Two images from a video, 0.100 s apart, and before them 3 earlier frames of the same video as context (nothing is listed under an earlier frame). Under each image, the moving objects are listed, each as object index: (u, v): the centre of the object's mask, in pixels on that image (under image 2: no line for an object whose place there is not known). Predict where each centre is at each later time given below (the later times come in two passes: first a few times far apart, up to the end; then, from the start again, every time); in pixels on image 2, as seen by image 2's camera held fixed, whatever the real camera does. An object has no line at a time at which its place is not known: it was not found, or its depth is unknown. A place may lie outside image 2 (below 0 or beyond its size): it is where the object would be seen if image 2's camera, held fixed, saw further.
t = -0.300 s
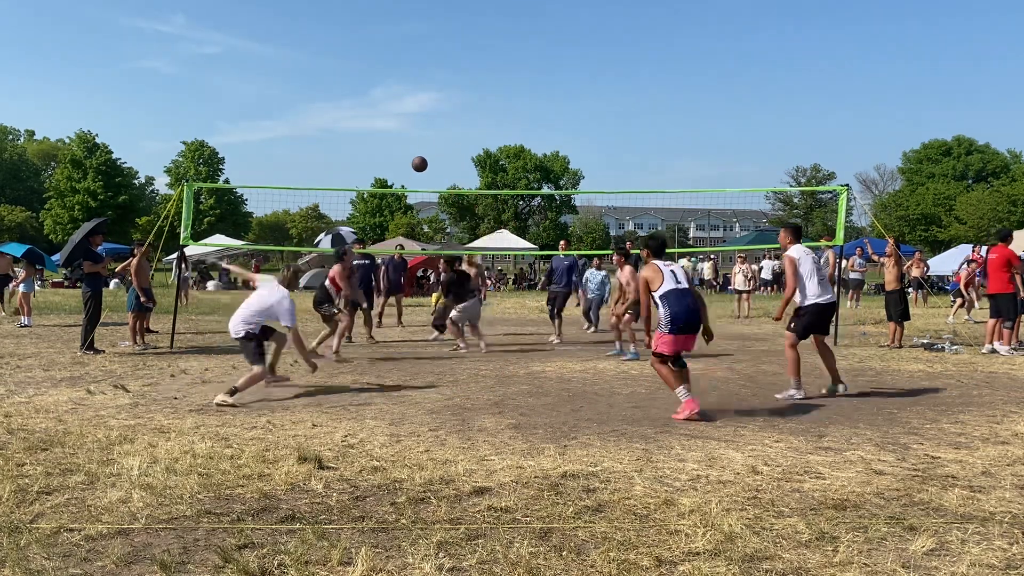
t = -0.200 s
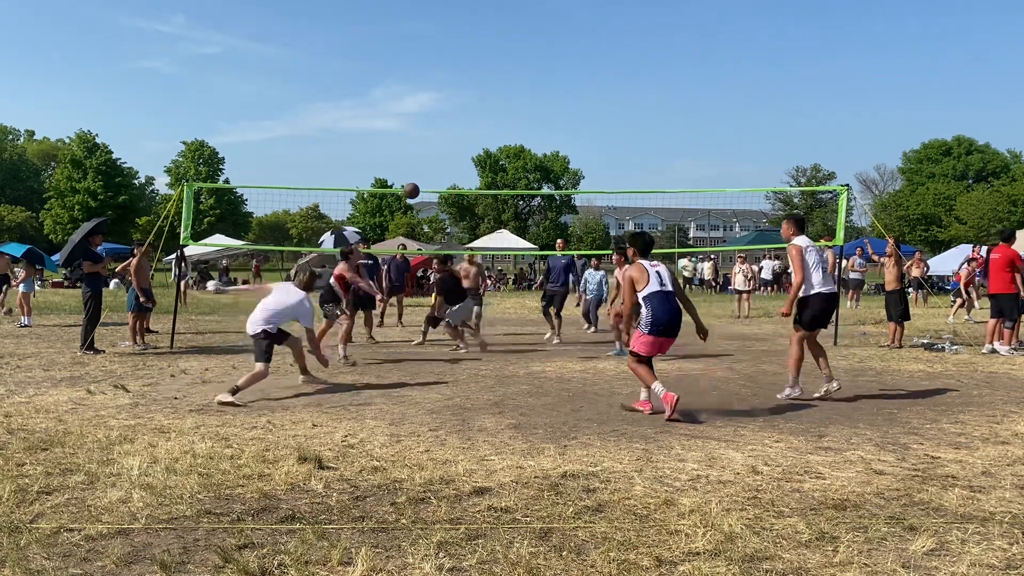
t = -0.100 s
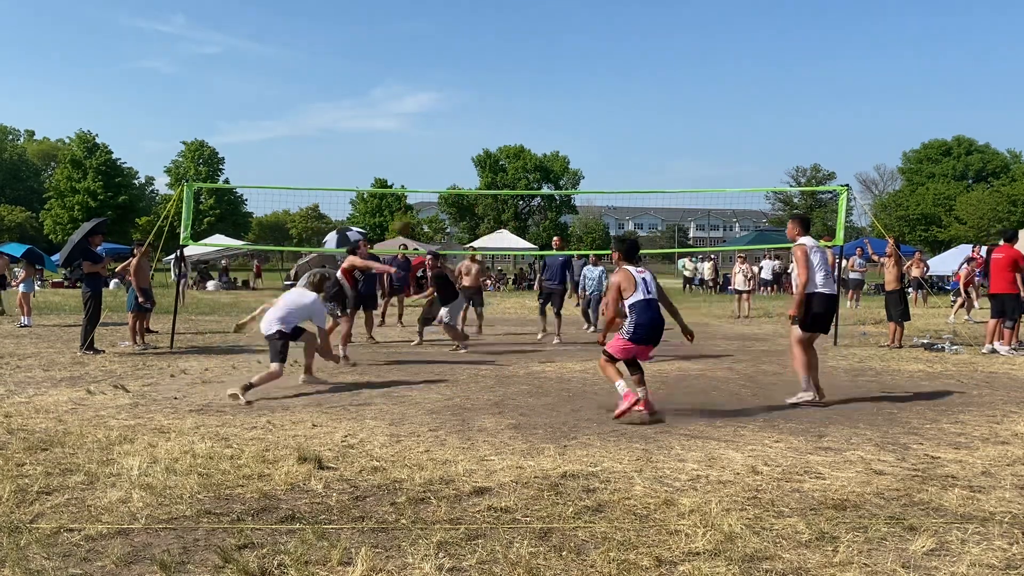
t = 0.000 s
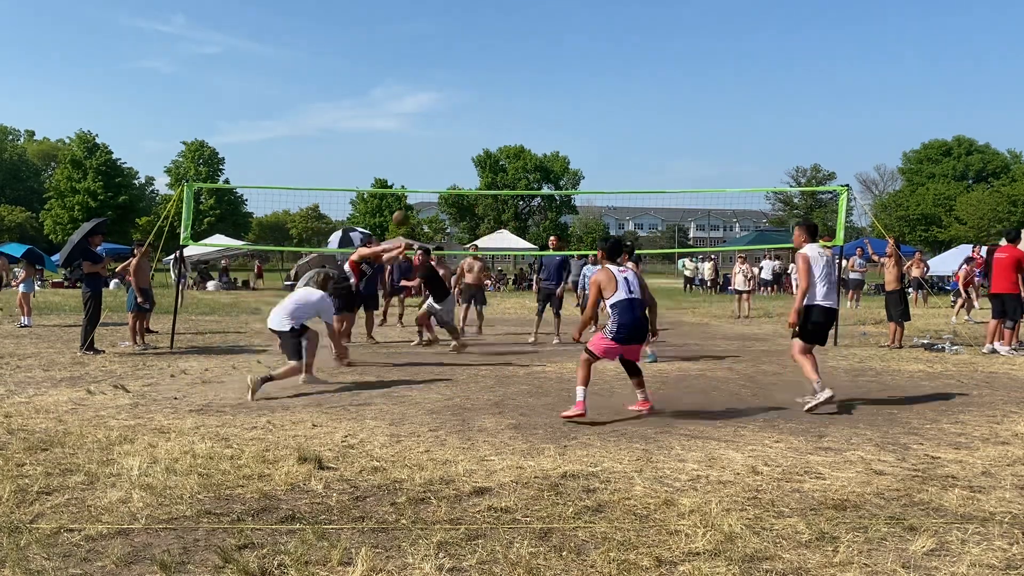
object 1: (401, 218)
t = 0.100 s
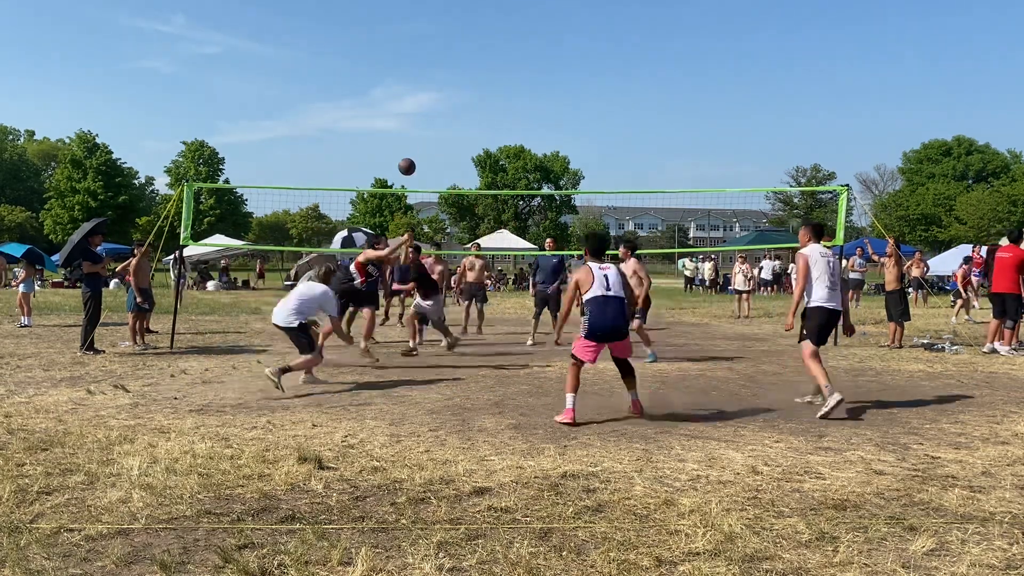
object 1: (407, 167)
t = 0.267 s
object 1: (416, 99)
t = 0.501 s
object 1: (430, 43)
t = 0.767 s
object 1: (446, 36)
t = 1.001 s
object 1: (460, 77)
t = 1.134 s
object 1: (468, 120)
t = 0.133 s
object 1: (409, 151)
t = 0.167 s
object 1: (411, 137)
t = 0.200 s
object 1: (412, 123)
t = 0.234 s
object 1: (414, 111)
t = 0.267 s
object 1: (416, 99)
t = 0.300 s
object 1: (418, 88)
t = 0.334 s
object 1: (420, 78)
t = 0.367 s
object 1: (422, 69)
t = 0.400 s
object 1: (424, 61)
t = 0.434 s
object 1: (426, 55)
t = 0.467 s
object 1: (428, 49)
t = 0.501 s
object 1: (430, 43)
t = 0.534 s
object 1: (432, 39)
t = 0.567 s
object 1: (434, 36)
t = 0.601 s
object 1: (436, 33)
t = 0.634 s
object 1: (438, 32)
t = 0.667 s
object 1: (440, 32)
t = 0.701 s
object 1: (442, 32)
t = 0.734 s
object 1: (444, 34)
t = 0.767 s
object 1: (446, 36)
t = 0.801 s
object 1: (448, 39)
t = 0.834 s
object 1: (450, 43)
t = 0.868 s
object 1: (452, 48)
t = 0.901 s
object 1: (454, 54)
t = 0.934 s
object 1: (456, 61)
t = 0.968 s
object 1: (458, 69)
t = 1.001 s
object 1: (460, 77)
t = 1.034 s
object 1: (462, 87)
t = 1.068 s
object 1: (464, 97)
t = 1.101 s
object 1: (466, 108)
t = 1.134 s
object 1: (468, 120)
